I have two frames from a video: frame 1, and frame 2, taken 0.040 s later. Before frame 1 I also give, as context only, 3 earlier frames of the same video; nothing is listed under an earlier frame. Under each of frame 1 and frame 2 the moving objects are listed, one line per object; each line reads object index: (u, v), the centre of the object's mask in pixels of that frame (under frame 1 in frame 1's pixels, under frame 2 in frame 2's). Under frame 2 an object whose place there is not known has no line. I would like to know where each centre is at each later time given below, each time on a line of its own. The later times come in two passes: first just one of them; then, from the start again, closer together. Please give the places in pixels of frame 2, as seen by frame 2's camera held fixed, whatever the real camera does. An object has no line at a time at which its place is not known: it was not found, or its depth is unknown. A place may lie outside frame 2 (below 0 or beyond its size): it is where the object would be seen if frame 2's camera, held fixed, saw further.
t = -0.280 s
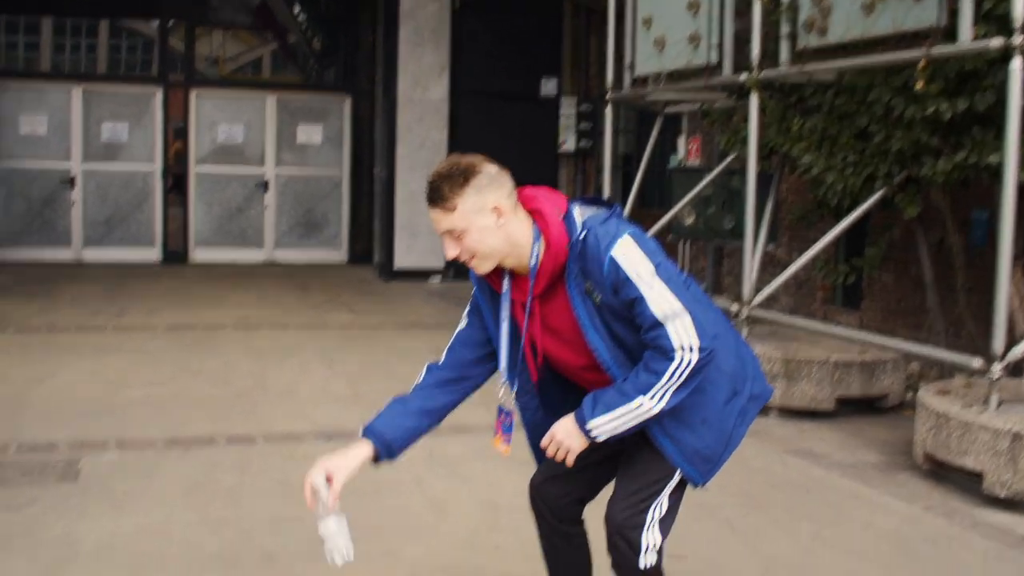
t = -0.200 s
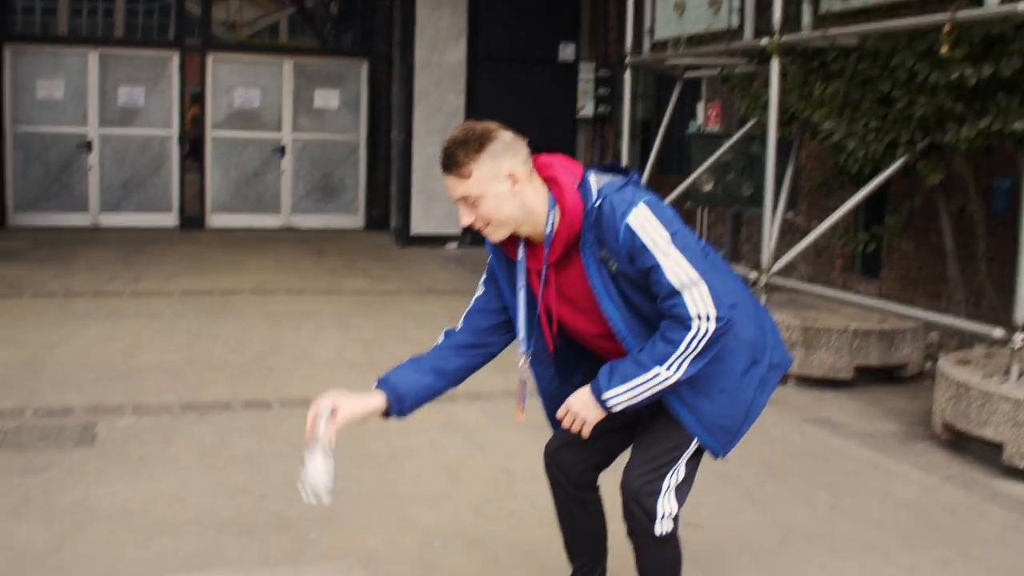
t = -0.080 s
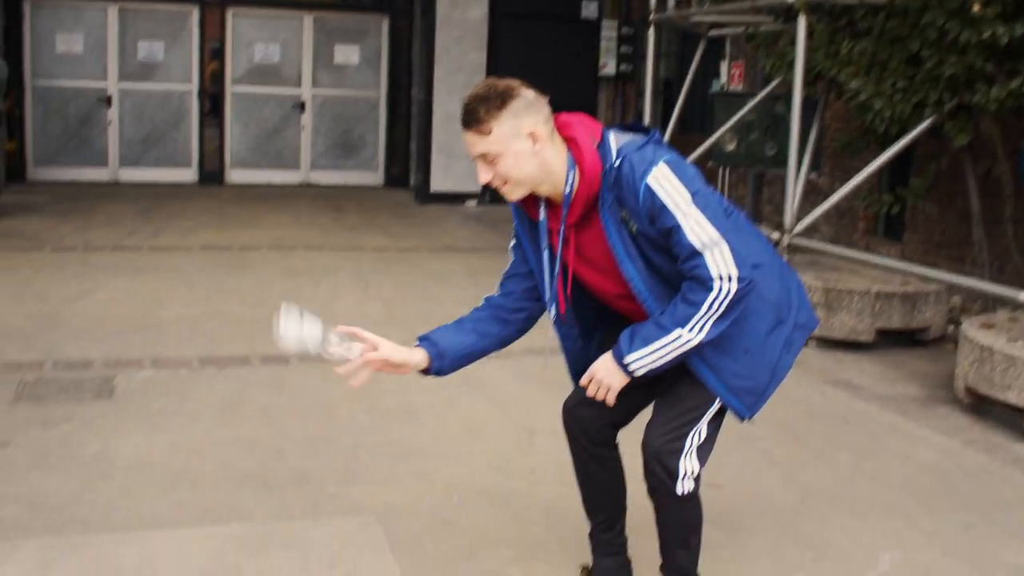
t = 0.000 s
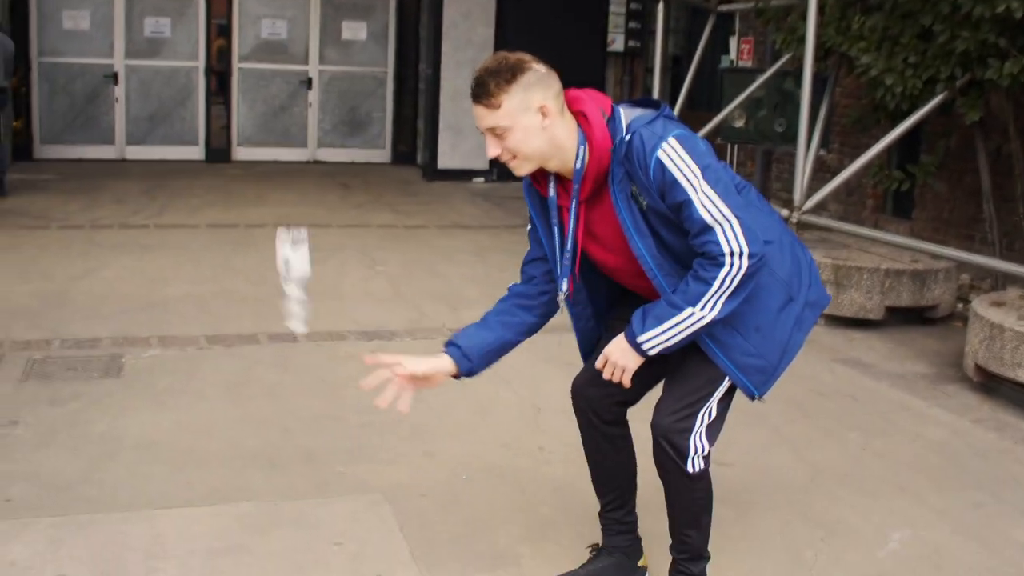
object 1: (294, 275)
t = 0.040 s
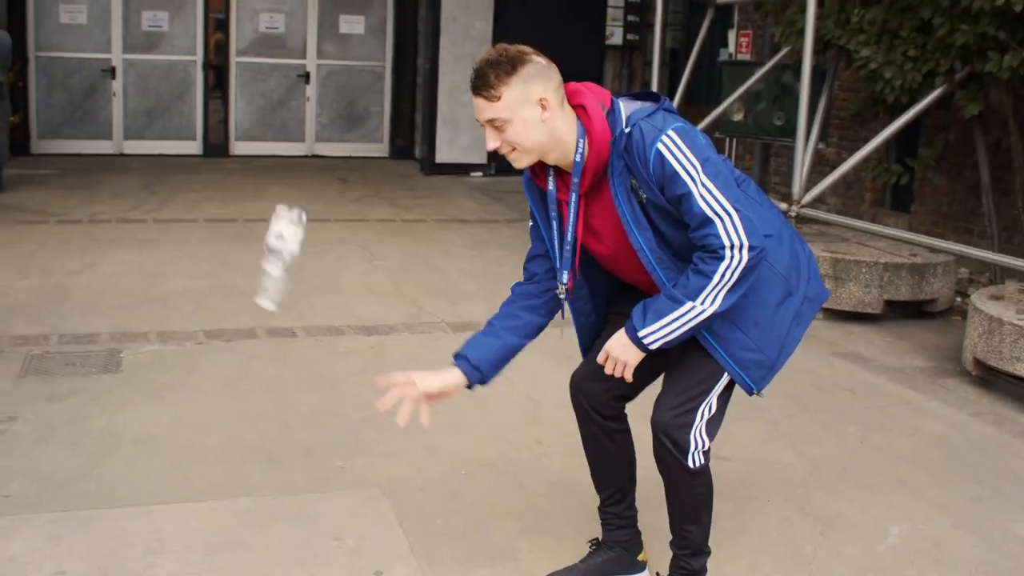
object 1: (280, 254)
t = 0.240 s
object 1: (243, 271)
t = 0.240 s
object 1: (243, 271)
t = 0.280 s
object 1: (236, 297)
